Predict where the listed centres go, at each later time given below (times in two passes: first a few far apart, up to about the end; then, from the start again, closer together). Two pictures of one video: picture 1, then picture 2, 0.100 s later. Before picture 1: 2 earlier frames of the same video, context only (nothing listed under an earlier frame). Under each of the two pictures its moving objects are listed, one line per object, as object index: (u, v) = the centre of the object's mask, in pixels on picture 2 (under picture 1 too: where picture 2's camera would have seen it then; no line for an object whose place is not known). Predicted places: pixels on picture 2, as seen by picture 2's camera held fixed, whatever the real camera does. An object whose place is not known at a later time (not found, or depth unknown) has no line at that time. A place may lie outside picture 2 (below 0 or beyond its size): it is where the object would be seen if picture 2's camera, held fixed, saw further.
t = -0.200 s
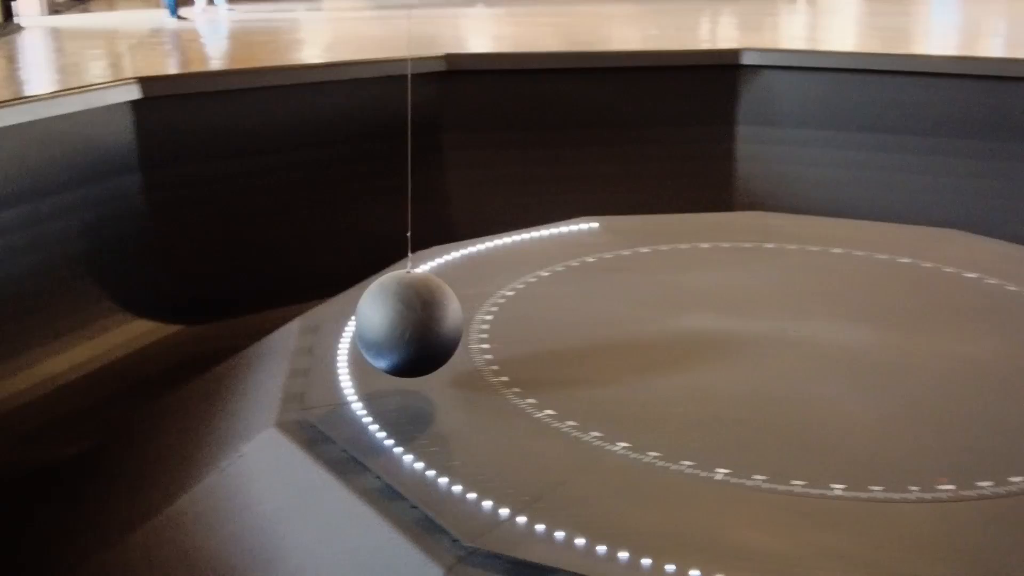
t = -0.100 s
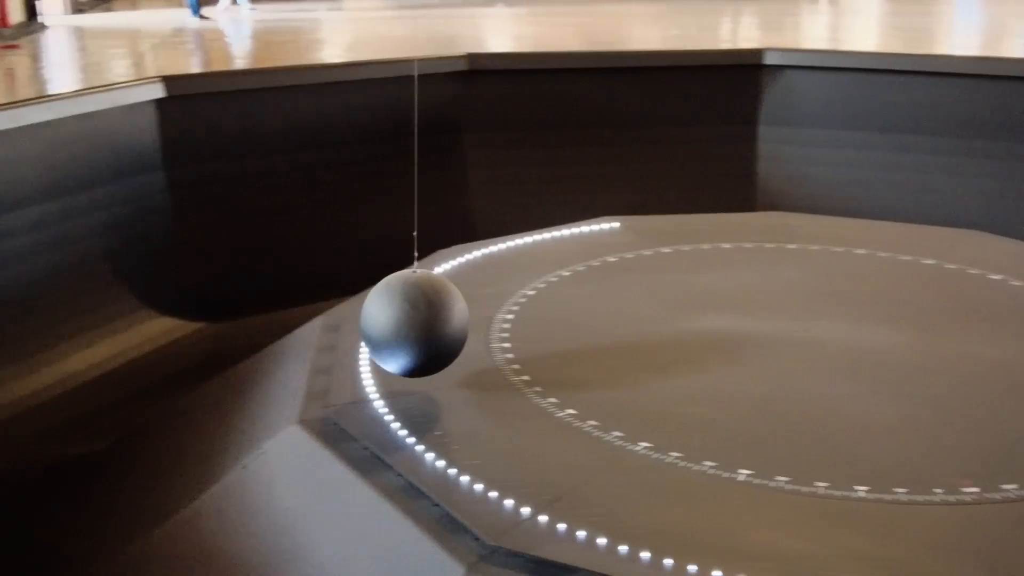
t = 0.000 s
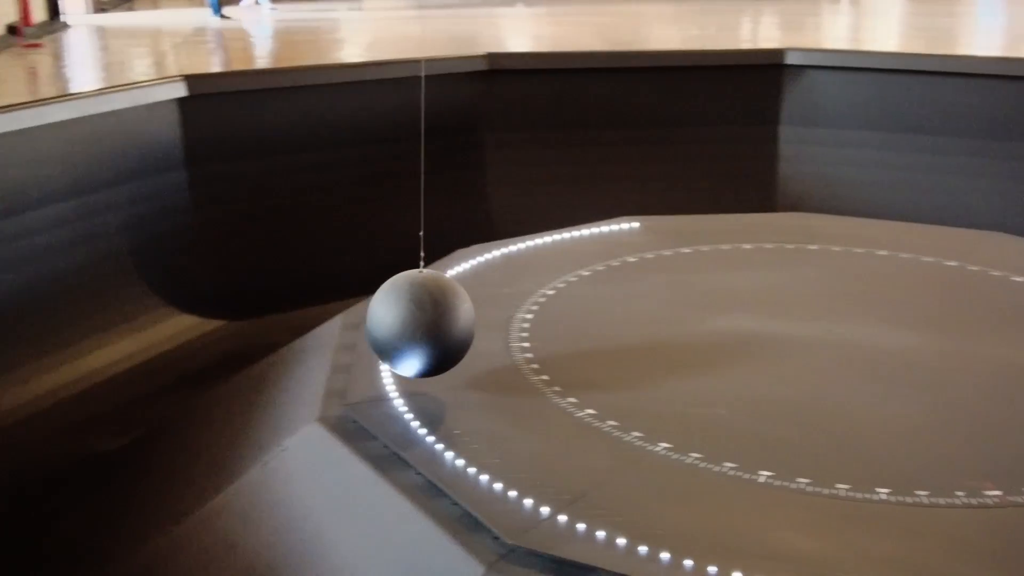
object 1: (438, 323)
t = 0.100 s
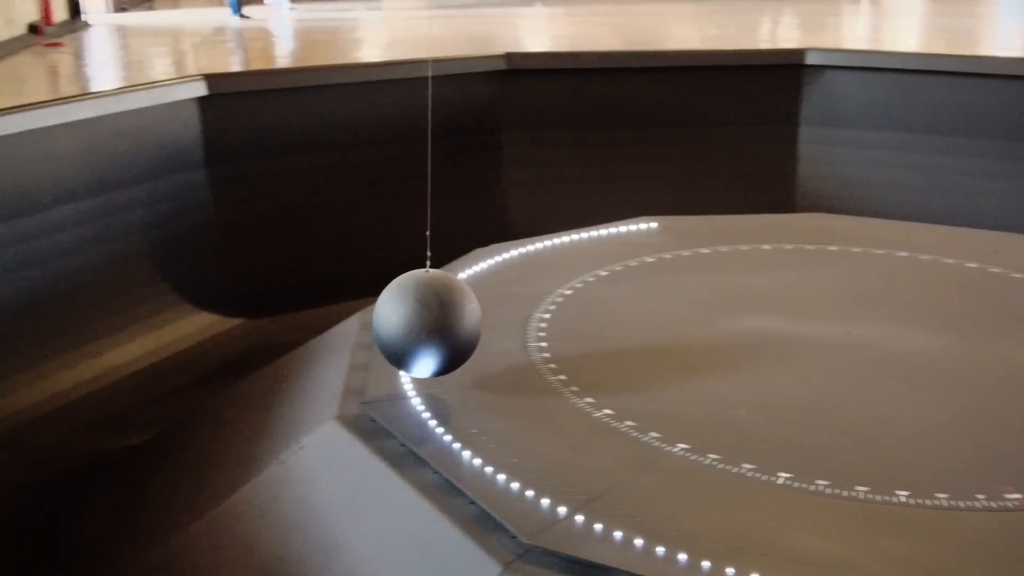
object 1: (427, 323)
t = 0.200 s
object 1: (418, 324)
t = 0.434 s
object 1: (406, 325)
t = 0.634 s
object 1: (407, 325)
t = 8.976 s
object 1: (427, 324)
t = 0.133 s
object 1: (423, 323)
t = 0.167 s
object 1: (420, 324)
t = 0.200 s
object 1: (418, 324)
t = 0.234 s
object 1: (415, 324)
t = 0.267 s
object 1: (413, 324)
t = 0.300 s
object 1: (411, 324)
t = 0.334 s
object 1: (410, 325)
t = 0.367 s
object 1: (408, 325)
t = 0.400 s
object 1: (407, 325)
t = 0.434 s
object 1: (406, 325)
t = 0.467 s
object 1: (406, 325)
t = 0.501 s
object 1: (405, 325)
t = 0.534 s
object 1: (406, 325)
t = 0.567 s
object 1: (406, 325)
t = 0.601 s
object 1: (407, 325)
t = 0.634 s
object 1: (407, 325)
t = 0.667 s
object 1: (409, 325)
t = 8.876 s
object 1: (439, 323)
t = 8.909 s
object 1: (435, 323)
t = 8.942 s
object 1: (431, 323)
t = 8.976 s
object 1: (427, 324)
